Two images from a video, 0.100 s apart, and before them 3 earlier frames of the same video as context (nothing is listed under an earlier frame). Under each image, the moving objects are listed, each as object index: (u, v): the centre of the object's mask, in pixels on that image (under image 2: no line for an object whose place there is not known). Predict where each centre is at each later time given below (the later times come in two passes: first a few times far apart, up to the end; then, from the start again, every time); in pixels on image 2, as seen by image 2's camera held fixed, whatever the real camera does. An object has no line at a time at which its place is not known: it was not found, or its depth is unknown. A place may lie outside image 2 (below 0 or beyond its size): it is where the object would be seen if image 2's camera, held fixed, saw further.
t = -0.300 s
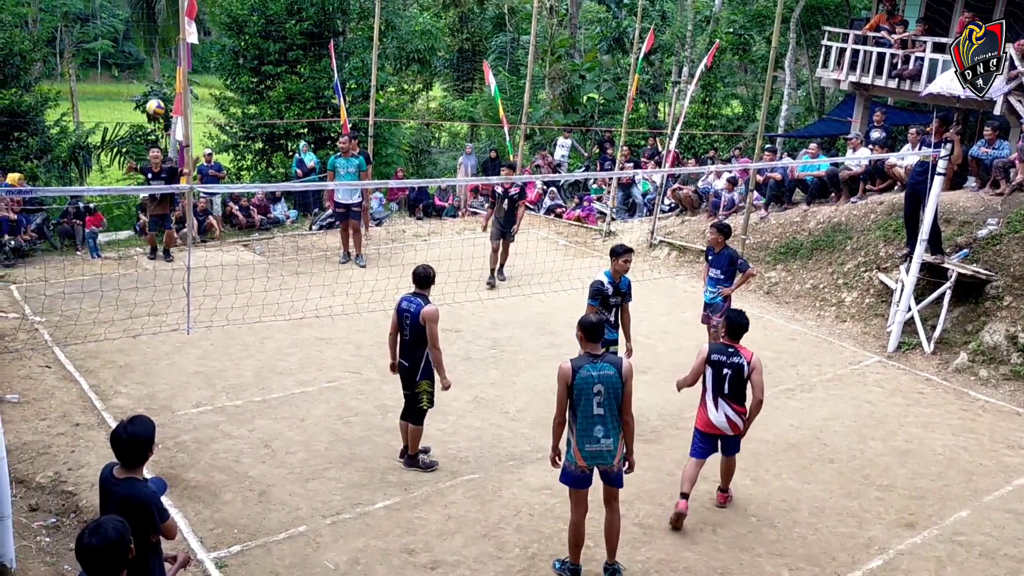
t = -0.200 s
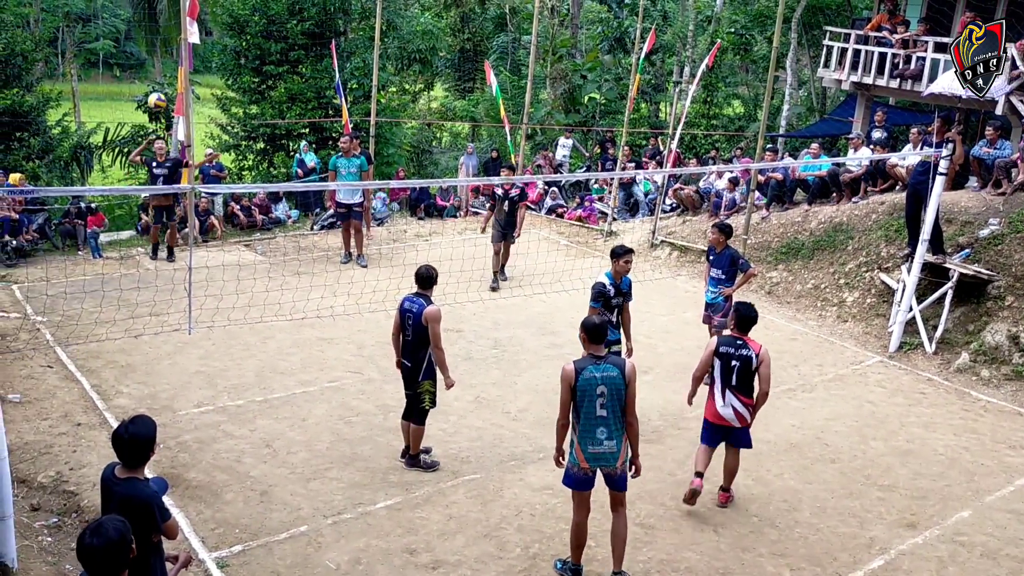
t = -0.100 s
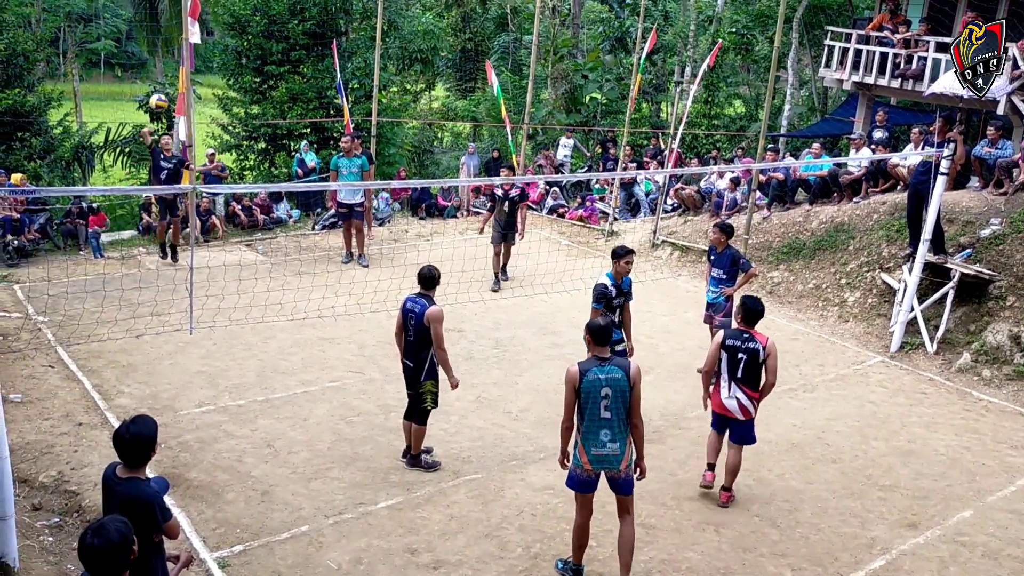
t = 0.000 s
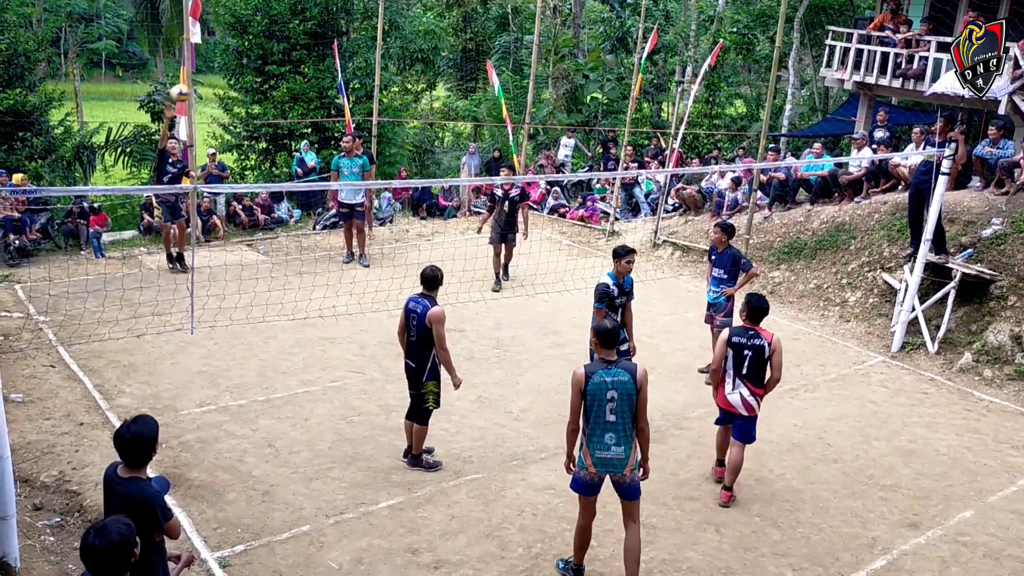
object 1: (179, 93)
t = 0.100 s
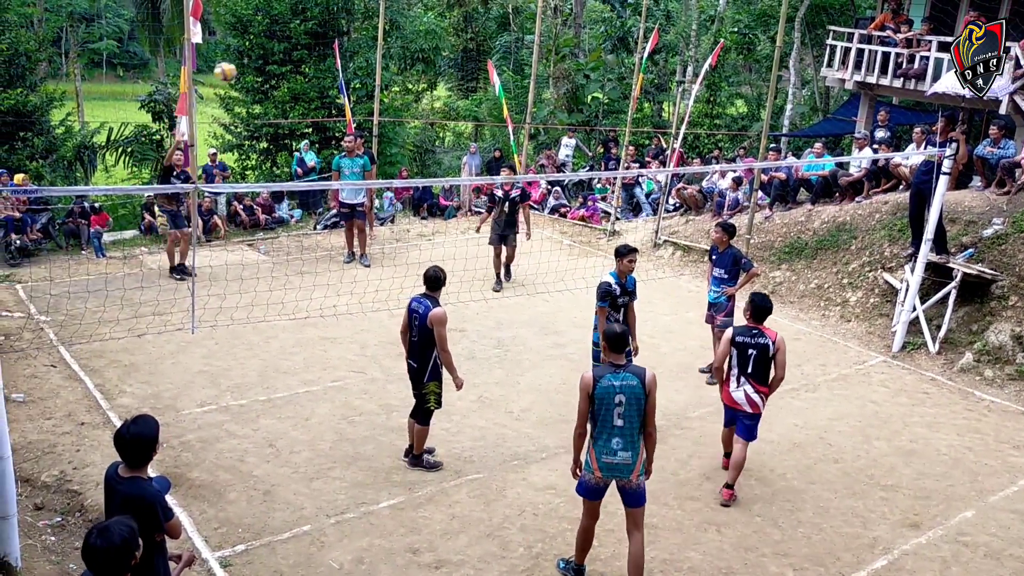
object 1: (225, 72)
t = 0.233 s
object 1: (294, 53)
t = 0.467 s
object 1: (456, 59)
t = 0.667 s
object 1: (656, 123)
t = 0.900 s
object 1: (1004, 318)
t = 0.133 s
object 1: (241, 66)
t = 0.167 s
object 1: (258, 61)
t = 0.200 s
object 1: (276, 57)
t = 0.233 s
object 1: (294, 53)
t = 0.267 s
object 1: (314, 51)
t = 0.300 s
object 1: (334, 49)
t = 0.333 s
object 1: (355, 48)
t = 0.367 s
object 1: (379, 49)
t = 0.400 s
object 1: (403, 51)
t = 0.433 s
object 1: (428, 55)
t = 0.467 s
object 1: (456, 59)
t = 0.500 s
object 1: (484, 65)
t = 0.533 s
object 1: (514, 73)
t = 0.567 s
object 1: (548, 82)
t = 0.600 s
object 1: (582, 94)
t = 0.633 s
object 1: (617, 107)
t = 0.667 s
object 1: (656, 123)
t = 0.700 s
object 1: (699, 141)
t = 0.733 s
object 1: (742, 161)
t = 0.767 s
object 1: (789, 187)
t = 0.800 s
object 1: (838, 212)
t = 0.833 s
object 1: (895, 244)
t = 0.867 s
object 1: (952, 280)
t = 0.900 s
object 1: (1004, 318)
